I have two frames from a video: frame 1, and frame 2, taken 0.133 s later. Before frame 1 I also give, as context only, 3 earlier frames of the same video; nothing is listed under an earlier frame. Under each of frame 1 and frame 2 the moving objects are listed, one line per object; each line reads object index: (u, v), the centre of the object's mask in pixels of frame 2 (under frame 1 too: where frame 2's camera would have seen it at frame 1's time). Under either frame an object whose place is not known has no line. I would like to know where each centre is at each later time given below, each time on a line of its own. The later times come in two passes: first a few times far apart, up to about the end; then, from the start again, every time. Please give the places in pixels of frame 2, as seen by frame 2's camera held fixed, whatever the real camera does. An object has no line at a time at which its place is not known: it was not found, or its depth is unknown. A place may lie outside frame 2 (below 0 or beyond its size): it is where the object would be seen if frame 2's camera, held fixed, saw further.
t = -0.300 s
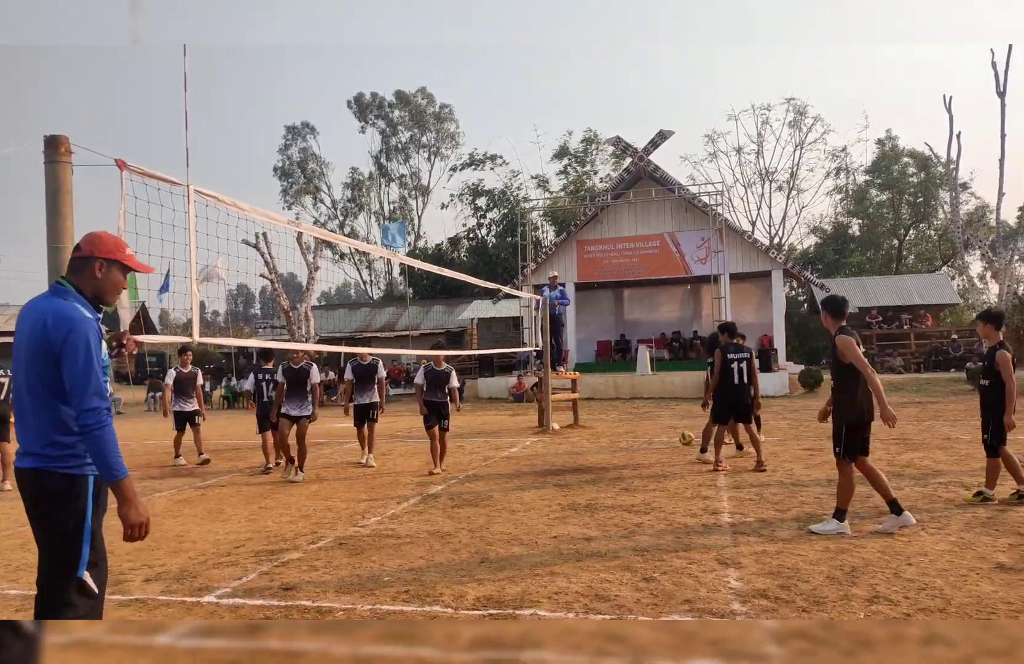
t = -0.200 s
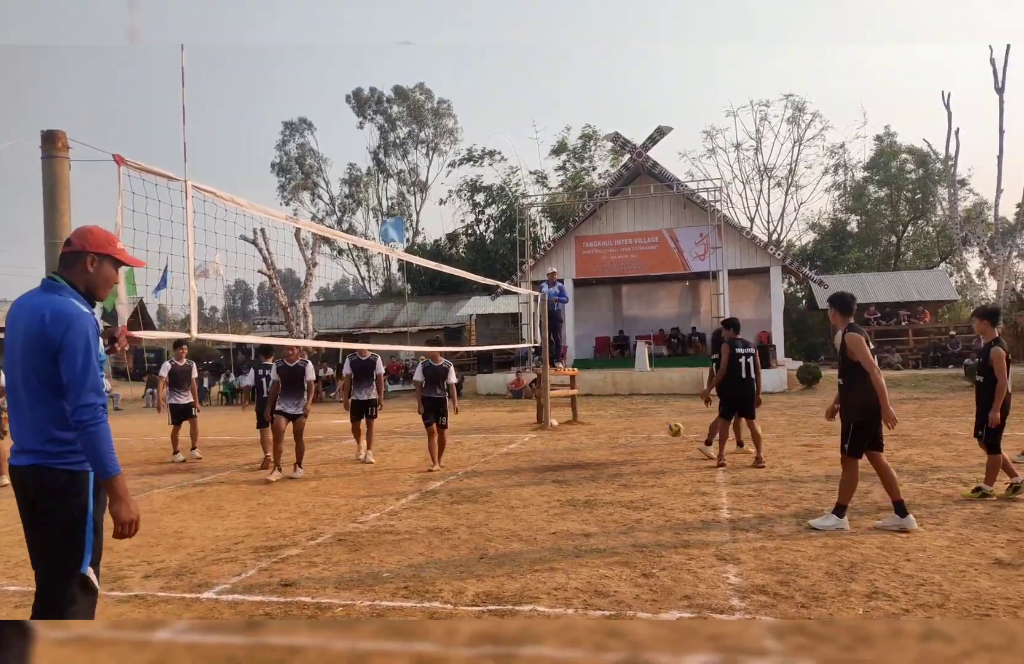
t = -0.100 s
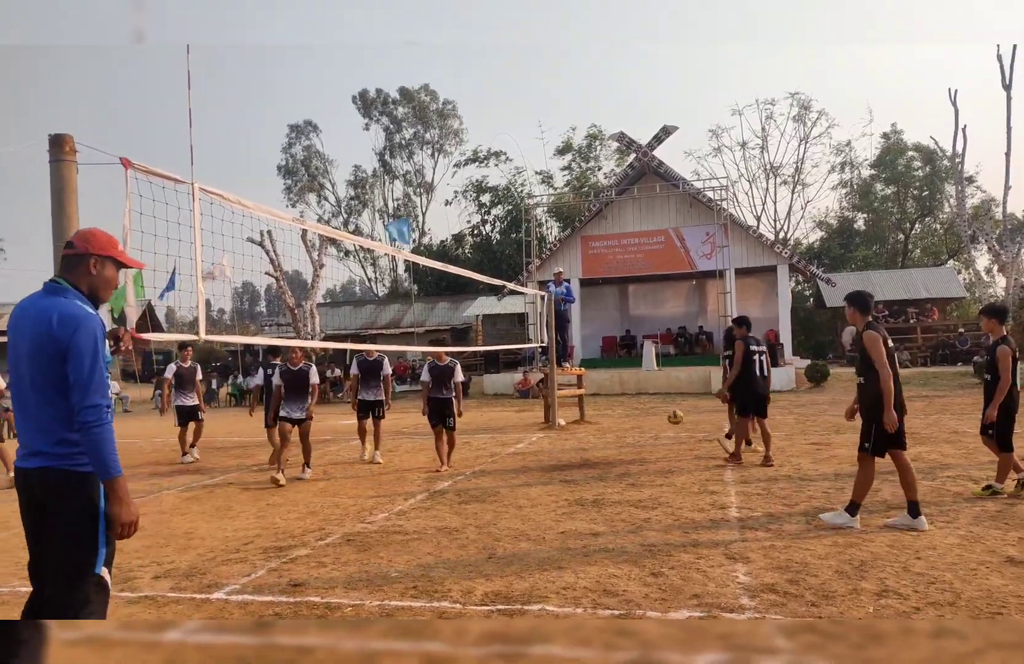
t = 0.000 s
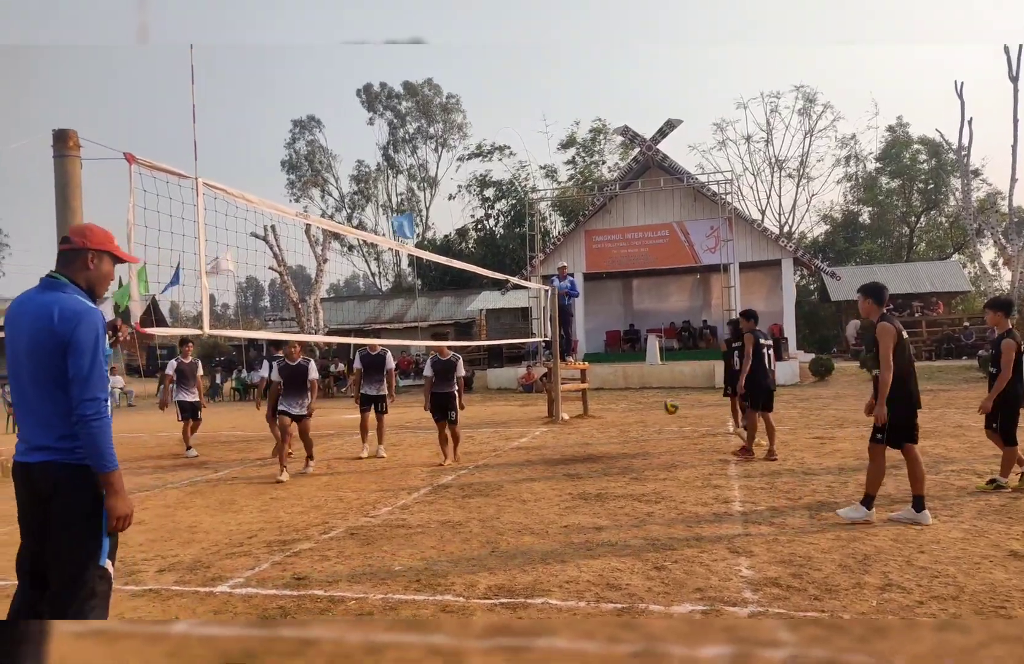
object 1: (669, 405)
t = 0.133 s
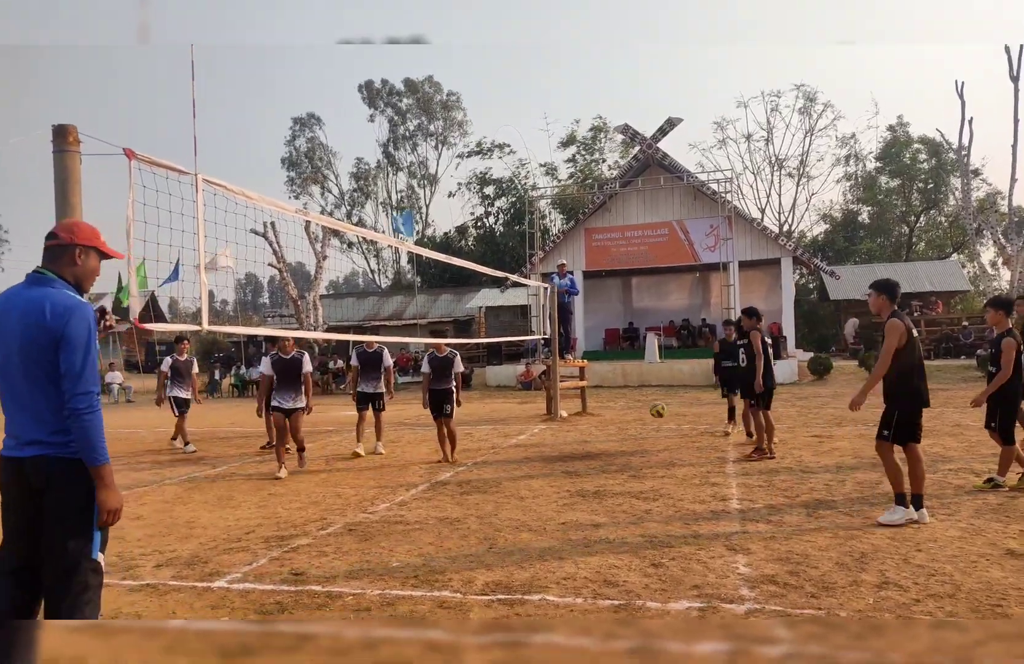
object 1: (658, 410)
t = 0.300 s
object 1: (643, 438)
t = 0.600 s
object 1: (610, 437)
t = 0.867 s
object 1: (573, 463)
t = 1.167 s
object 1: (525, 483)
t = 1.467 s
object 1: (460, 505)
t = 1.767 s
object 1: (382, 523)
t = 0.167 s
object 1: (655, 414)
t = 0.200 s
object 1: (652, 418)
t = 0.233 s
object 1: (649, 424)
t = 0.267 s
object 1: (647, 430)
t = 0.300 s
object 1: (643, 438)
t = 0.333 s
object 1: (641, 446)
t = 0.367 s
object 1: (638, 448)
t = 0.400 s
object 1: (634, 444)
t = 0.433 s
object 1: (630, 441)
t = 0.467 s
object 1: (626, 438)
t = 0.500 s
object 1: (622, 437)
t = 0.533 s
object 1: (618, 436)
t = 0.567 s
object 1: (614, 436)
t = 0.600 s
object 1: (610, 437)
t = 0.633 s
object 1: (605, 439)
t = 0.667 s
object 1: (600, 443)
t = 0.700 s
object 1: (596, 447)
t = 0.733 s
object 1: (592, 452)
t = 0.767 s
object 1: (588, 459)
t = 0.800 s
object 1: (583, 467)
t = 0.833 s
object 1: (578, 467)
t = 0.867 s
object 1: (573, 463)
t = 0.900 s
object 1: (568, 461)
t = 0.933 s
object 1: (563, 460)
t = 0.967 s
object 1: (558, 459)
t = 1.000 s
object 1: (552, 460)
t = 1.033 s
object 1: (547, 462)
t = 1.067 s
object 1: (541, 465)
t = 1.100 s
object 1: (536, 470)
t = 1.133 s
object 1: (530, 476)
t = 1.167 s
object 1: (525, 483)
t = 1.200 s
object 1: (518, 487)
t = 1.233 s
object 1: (511, 484)
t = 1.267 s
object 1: (505, 483)
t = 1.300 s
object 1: (498, 484)
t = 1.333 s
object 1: (491, 486)
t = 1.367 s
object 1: (484, 489)
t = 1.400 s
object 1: (475, 492)
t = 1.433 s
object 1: (467, 499)
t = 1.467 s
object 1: (460, 505)
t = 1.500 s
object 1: (452, 501)
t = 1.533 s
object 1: (444, 499)
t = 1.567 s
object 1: (436, 497)
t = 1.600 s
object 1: (427, 497)
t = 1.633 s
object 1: (418, 499)
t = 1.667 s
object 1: (409, 502)
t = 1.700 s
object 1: (400, 507)
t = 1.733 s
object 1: (391, 514)
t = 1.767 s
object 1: (382, 523)
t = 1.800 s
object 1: (372, 527)
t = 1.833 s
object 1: (362, 525)
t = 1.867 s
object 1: (351, 525)
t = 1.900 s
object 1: (340, 527)
